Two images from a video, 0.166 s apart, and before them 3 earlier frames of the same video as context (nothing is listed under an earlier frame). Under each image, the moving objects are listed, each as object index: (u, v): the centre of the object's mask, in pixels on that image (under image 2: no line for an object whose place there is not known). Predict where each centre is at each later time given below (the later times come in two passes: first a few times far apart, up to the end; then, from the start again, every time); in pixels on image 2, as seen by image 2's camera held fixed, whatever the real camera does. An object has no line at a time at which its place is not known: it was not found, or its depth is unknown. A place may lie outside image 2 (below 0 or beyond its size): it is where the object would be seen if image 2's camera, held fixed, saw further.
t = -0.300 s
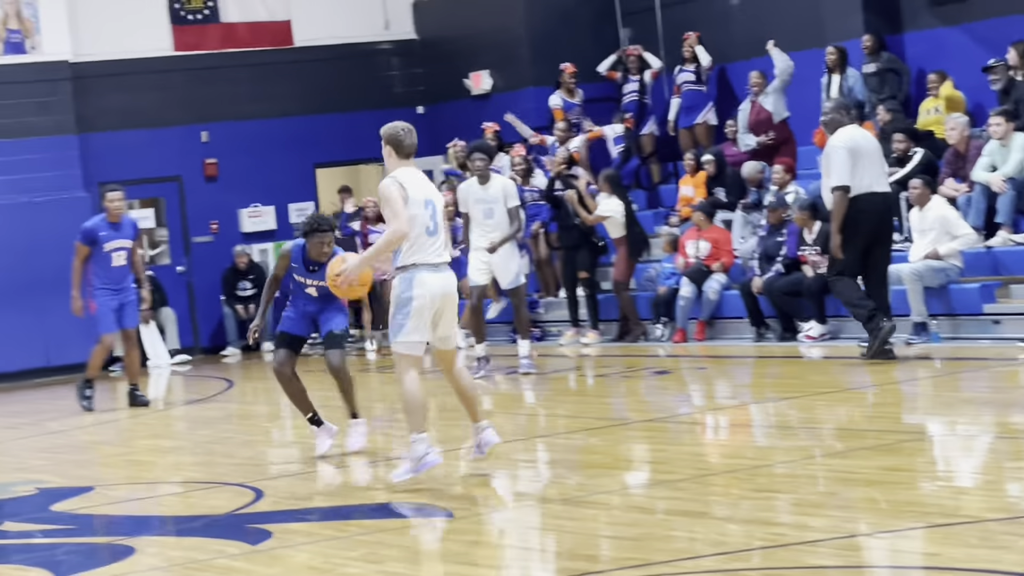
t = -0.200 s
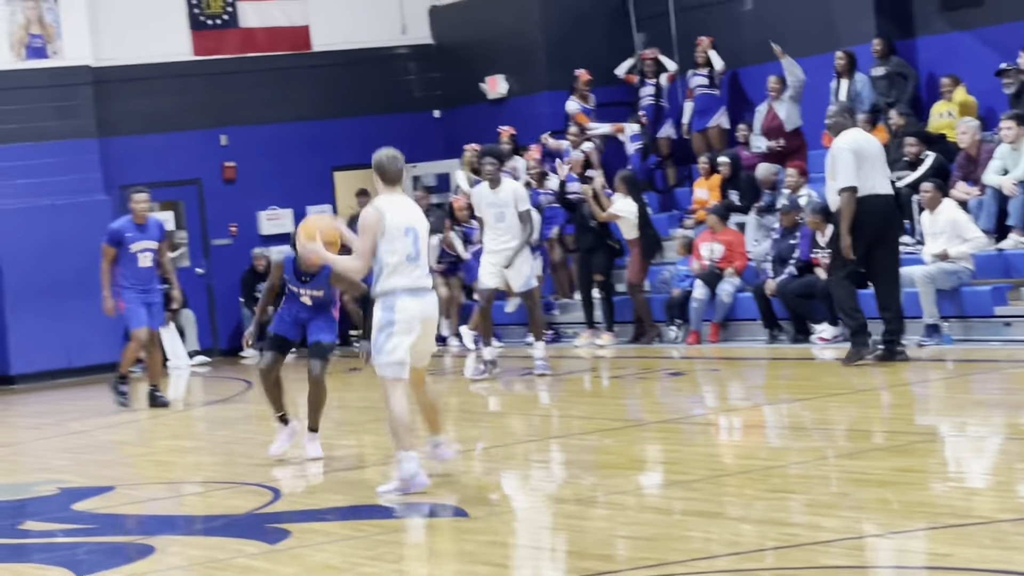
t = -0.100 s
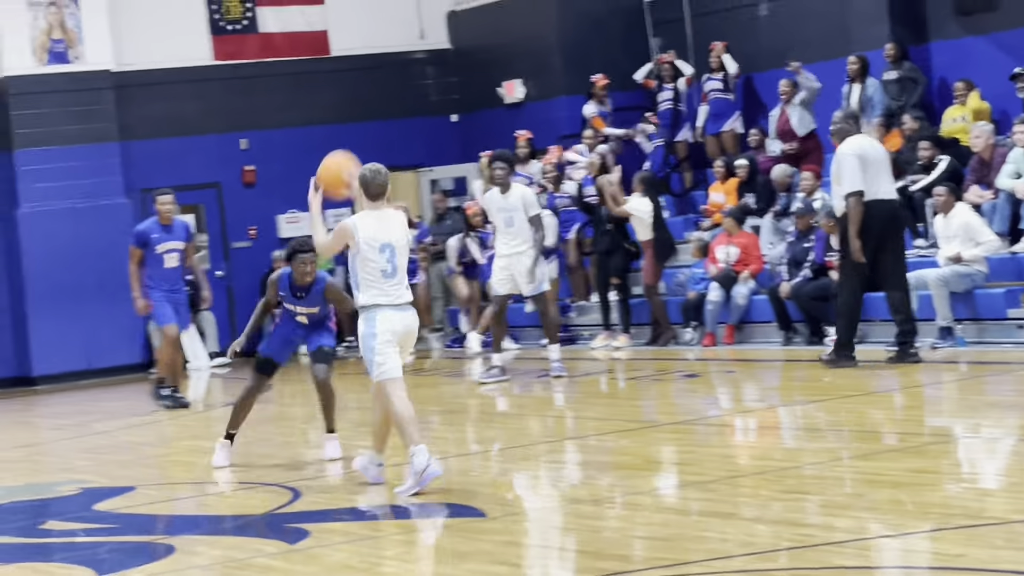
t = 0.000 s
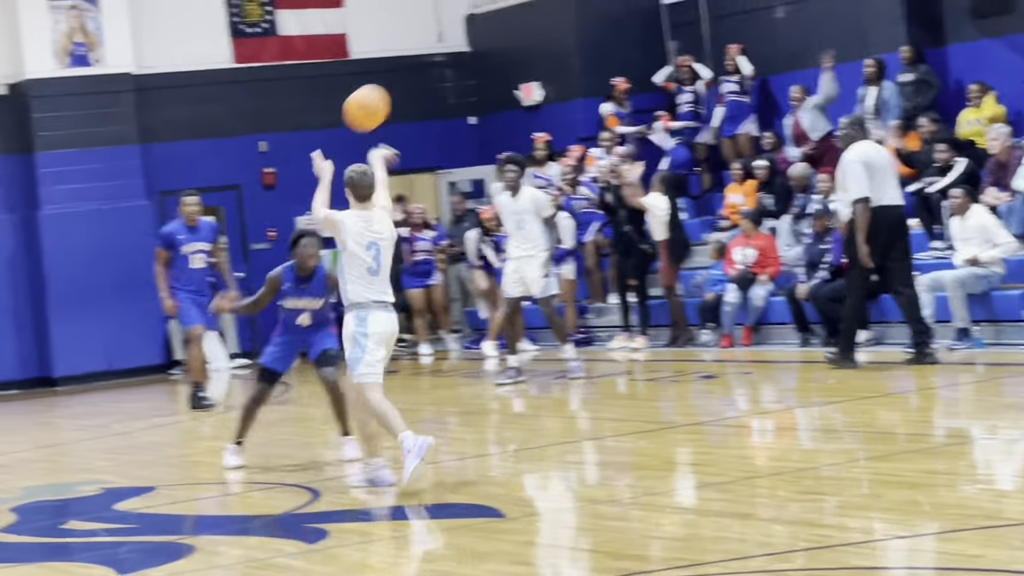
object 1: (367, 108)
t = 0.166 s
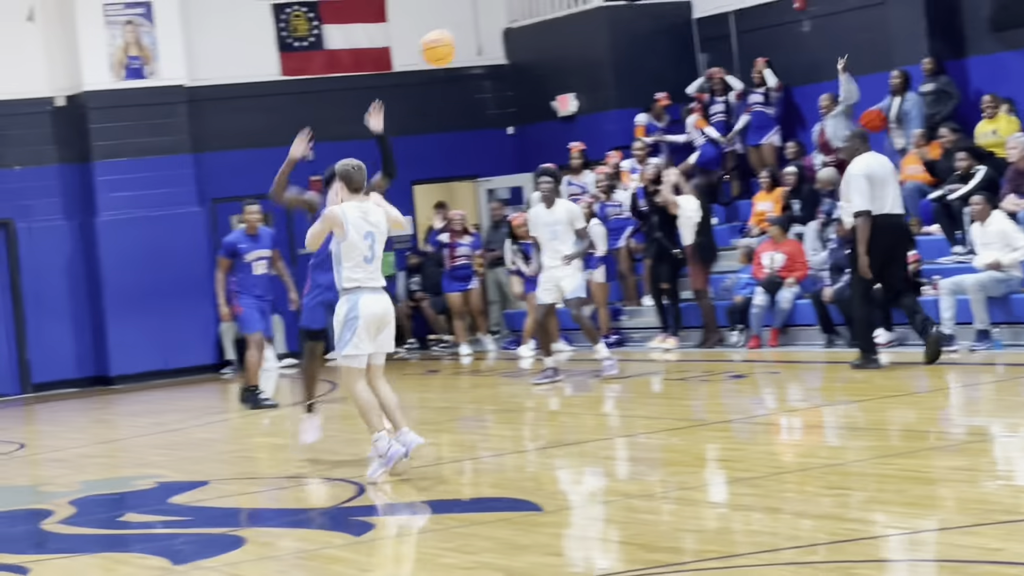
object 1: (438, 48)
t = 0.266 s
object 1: (455, 30)
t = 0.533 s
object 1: (503, 42)
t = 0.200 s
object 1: (444, 40)
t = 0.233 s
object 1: (450, 34)
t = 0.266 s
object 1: (455, 30)
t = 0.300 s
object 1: (461, 27)
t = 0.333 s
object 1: (467, 25)
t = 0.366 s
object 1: (473, 25)
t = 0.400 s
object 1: (480, 26)
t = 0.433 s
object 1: (484, 28)
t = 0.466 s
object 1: (491, 32)
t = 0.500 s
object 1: (497, 36)
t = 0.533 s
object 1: (503, 42)
